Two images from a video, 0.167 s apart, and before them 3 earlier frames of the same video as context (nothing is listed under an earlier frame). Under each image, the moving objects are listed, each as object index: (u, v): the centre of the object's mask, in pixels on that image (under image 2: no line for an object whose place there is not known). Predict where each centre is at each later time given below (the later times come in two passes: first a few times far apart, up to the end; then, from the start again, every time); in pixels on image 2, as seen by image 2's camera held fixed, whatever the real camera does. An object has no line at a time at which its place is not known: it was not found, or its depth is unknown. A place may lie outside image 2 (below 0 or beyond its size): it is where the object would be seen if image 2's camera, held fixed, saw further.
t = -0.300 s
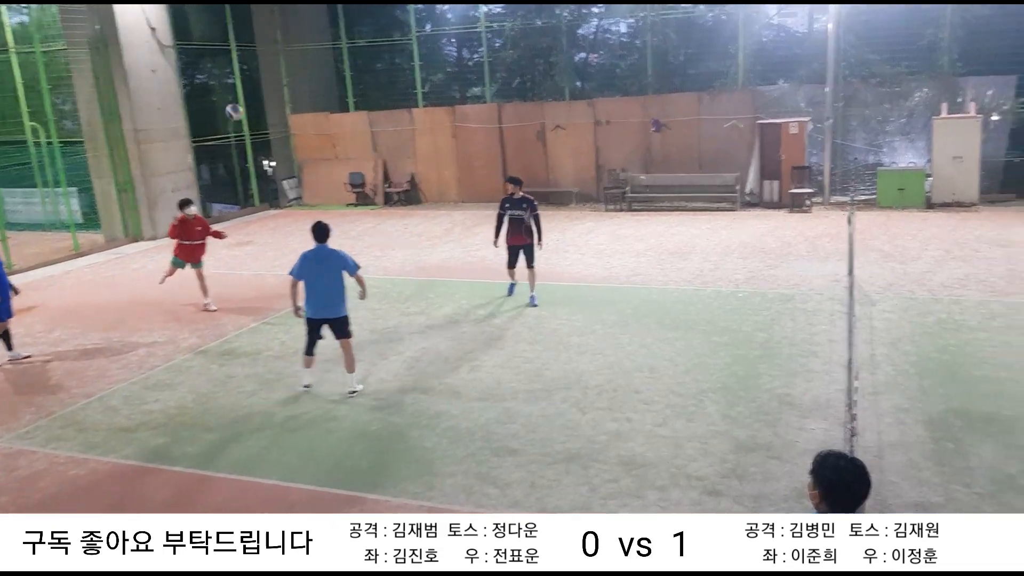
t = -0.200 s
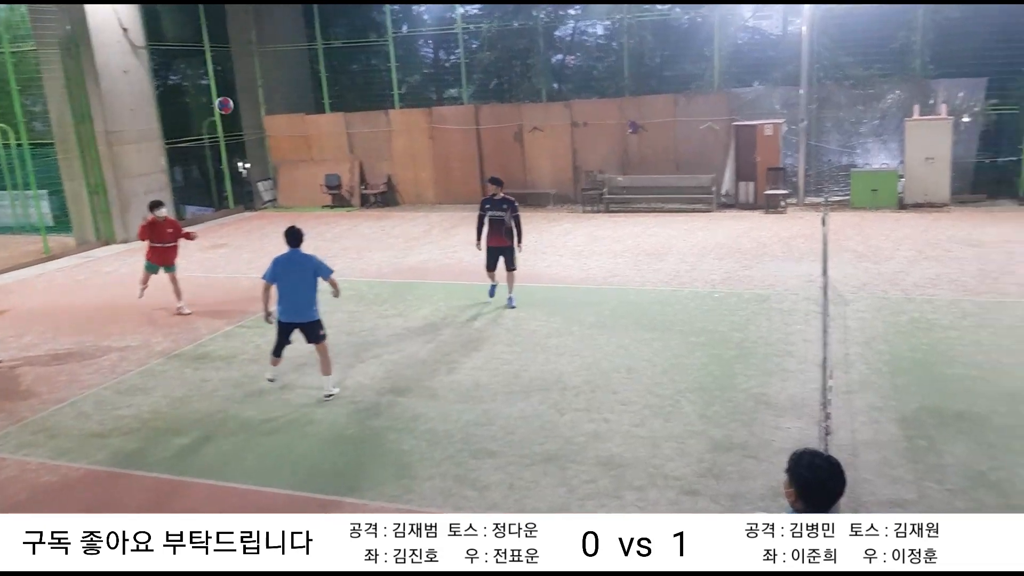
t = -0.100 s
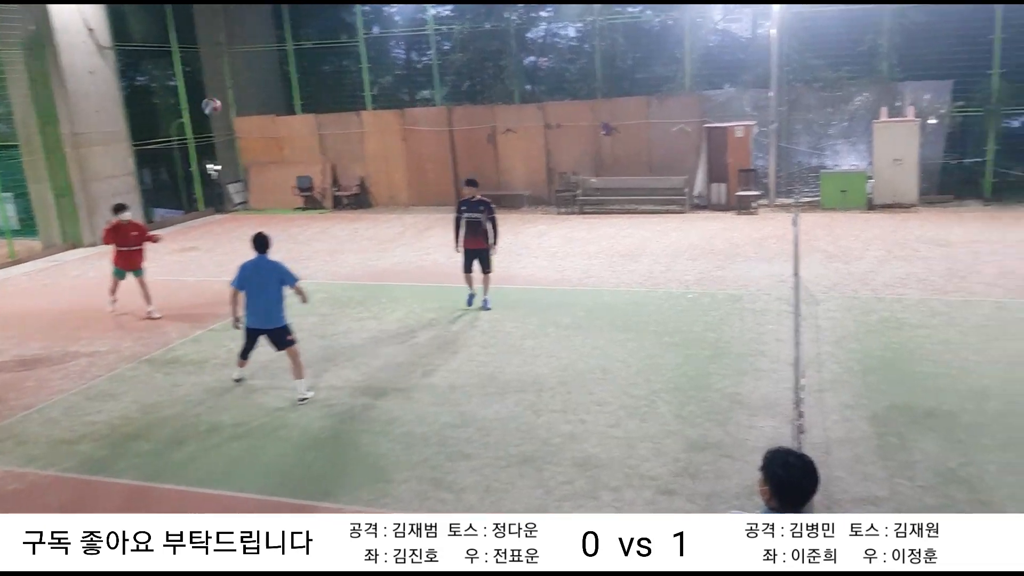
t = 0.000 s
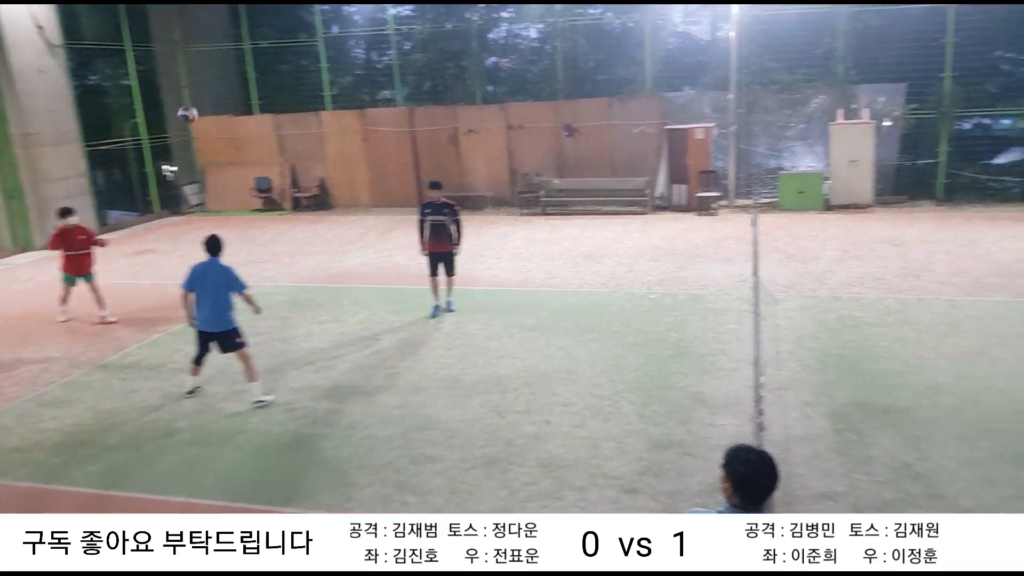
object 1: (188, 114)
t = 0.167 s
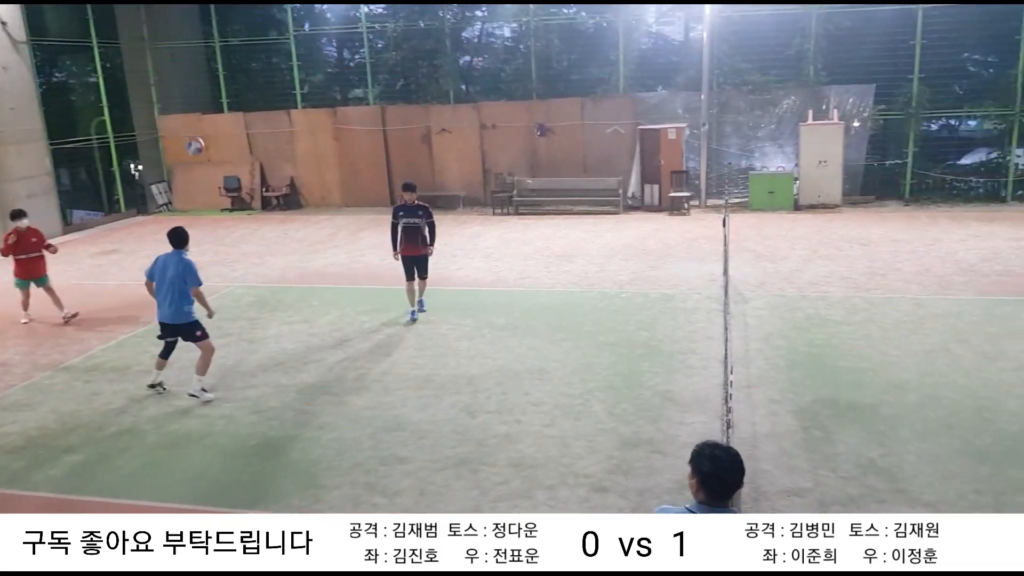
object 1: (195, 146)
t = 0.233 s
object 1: (212, 166)
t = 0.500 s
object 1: (286, 286)
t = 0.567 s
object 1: (306, 324)
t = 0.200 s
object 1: (204, 156)
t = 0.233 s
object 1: (212, 166)
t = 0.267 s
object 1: (221, 178)
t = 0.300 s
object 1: (231, 190)
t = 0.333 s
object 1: (240, 203)
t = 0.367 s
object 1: (249, 217)
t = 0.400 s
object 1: (257, 235)
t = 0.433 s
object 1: (266, 251)
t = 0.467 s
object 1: (276, 268)
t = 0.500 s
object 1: (286, 286)
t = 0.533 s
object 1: (296, 305)
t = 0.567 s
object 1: (306, 324)
